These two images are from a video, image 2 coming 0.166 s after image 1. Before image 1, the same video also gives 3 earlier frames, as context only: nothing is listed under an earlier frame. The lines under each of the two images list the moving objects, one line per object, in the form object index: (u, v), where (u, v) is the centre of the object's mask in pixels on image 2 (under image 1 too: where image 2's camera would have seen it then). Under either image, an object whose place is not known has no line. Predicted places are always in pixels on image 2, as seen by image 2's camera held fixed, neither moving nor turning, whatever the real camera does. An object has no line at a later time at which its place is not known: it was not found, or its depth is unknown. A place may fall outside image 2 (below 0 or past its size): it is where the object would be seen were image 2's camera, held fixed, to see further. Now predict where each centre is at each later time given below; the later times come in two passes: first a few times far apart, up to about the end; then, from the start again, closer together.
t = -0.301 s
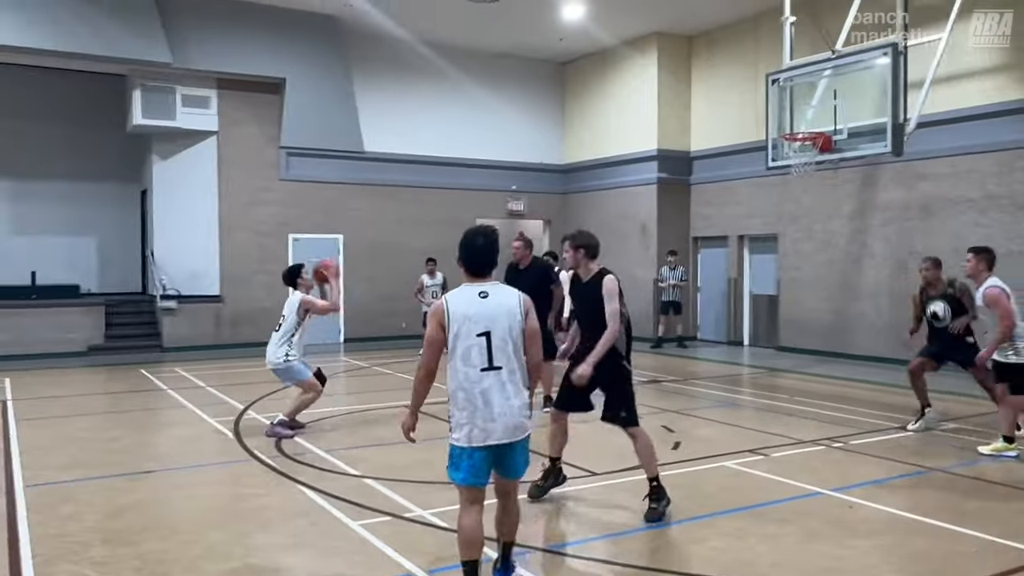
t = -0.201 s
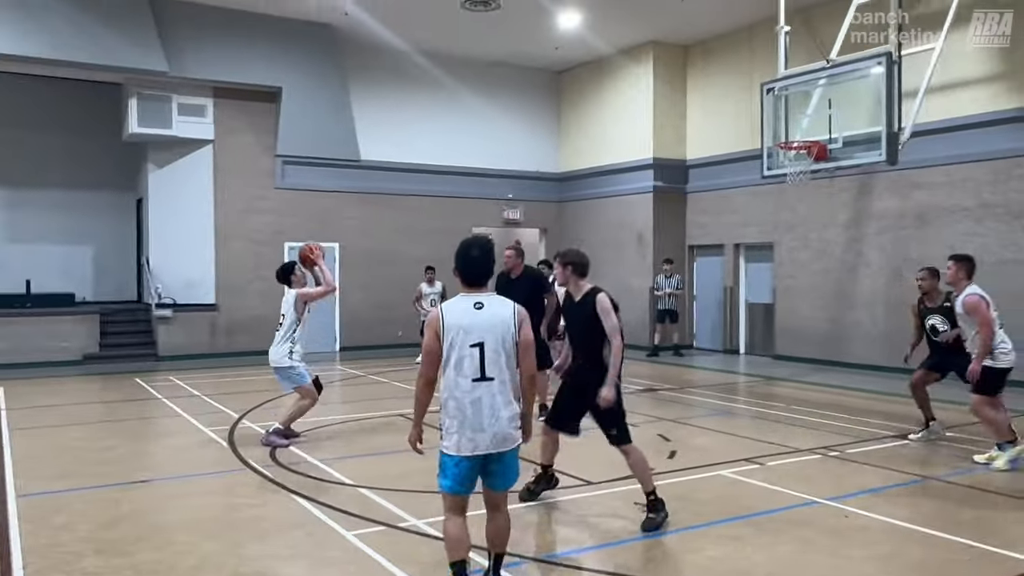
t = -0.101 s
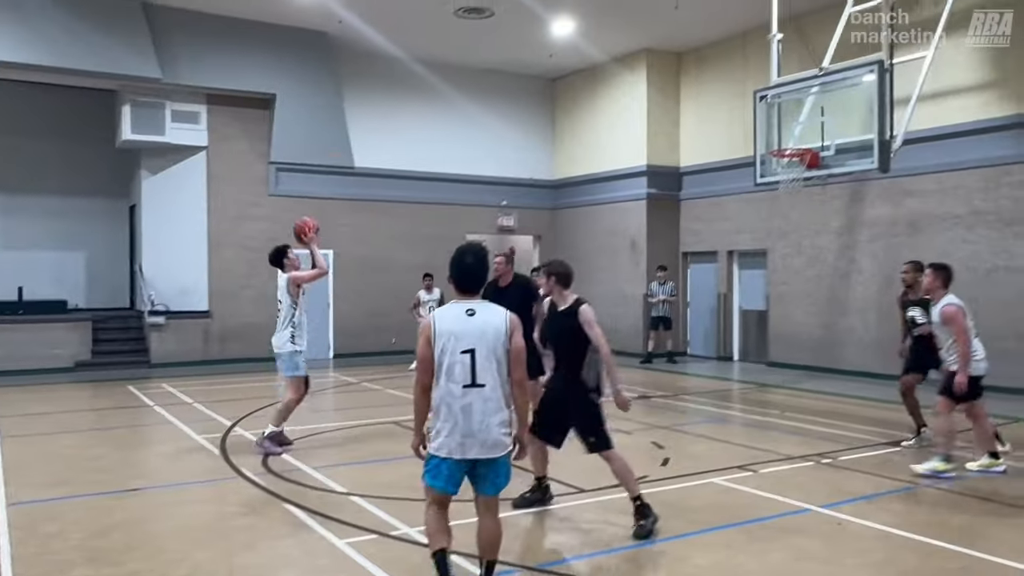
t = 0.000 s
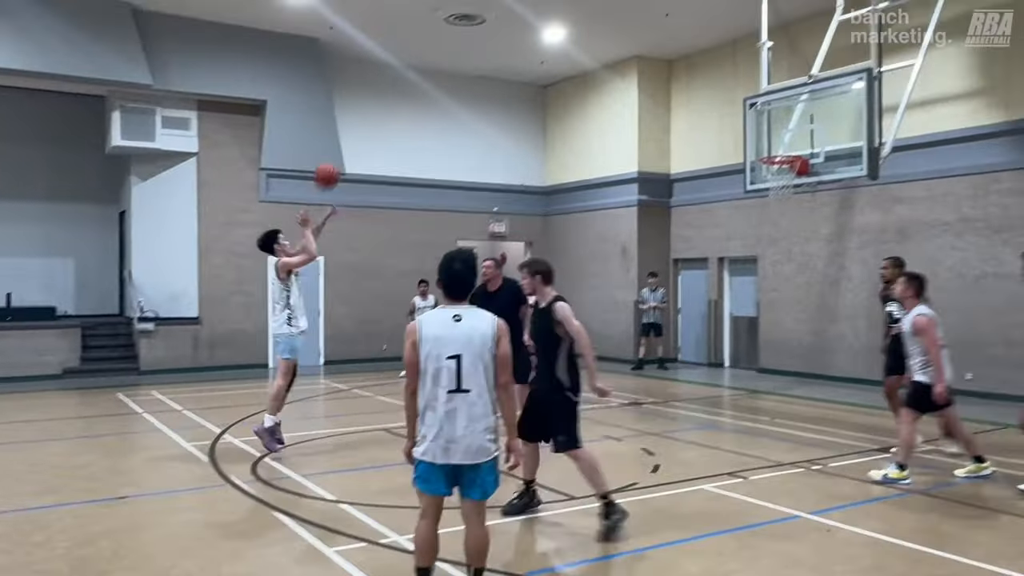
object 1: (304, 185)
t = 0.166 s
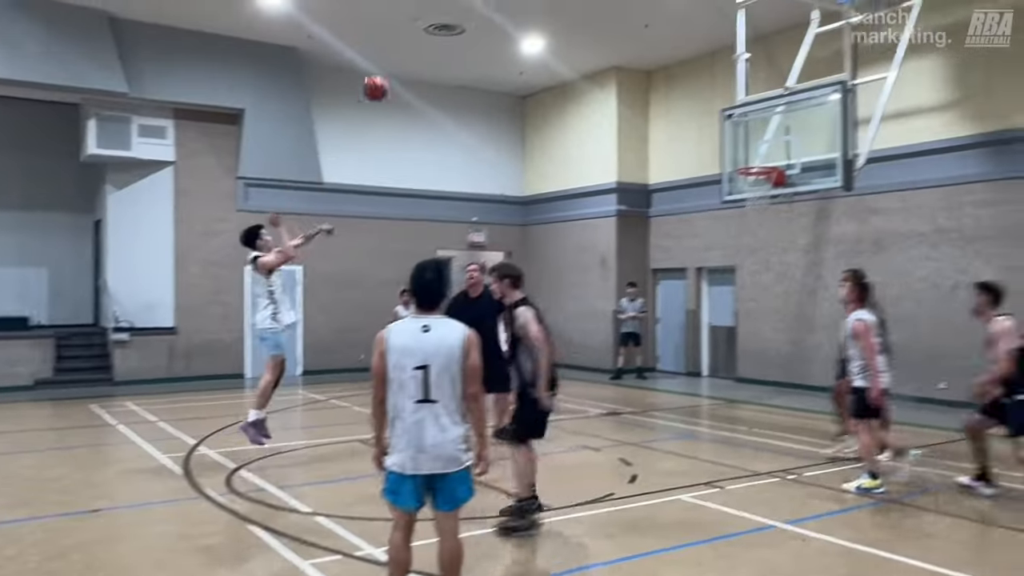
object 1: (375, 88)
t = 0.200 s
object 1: (388, 73)
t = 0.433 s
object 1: (480, -1)
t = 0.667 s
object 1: (563, -14)
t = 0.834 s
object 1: (618, -4)
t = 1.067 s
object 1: (687, 56)
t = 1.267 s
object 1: (747, 144)
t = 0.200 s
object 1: (388, 73)
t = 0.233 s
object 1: (402, 58)
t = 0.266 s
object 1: (415, 45)
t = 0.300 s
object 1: (428, 34)
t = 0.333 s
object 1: (442, 23)
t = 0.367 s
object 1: (454, 14)
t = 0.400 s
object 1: (467, 5)
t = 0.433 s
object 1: (480, -1)
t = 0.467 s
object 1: (492, -4)
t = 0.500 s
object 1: (504, -7)
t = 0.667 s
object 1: (563, -14)
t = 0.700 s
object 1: (574, -14)
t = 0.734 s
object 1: (585, -13)
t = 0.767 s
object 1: (596, -12)
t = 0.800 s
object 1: (607, -9)
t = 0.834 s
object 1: (618, -4)
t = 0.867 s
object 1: (629, 2)
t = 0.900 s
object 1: (638, 9)
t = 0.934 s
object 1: (648, 17)
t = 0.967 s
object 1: (658, 25)
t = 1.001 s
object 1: (668, 35)
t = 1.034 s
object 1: (677, 45)
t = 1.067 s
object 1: (687, 56)
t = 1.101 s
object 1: (699, 69)
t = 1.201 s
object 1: (726, 112)
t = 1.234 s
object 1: (736, 127)
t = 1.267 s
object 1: (747, 144)
